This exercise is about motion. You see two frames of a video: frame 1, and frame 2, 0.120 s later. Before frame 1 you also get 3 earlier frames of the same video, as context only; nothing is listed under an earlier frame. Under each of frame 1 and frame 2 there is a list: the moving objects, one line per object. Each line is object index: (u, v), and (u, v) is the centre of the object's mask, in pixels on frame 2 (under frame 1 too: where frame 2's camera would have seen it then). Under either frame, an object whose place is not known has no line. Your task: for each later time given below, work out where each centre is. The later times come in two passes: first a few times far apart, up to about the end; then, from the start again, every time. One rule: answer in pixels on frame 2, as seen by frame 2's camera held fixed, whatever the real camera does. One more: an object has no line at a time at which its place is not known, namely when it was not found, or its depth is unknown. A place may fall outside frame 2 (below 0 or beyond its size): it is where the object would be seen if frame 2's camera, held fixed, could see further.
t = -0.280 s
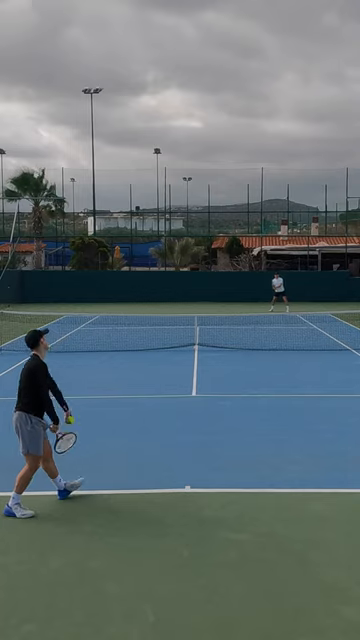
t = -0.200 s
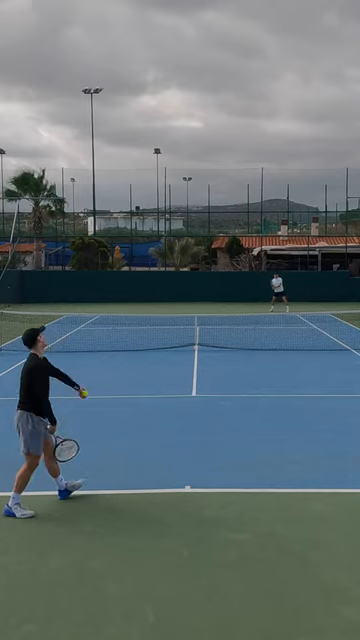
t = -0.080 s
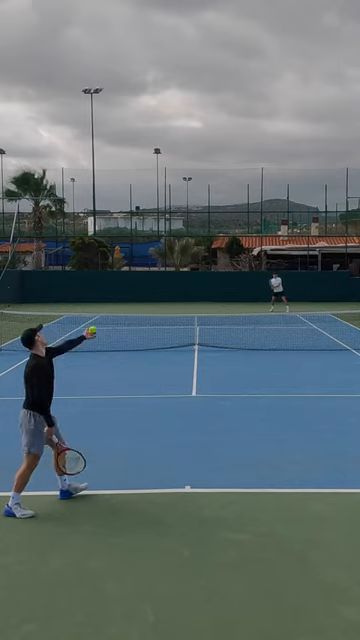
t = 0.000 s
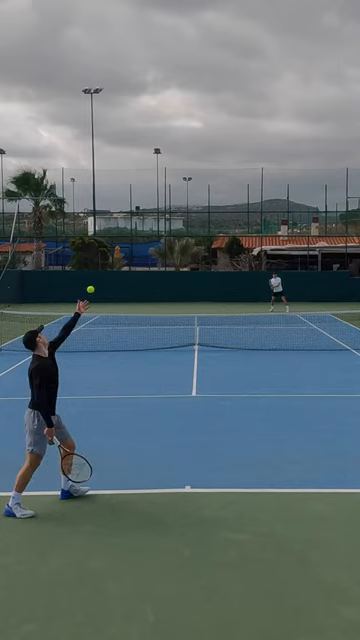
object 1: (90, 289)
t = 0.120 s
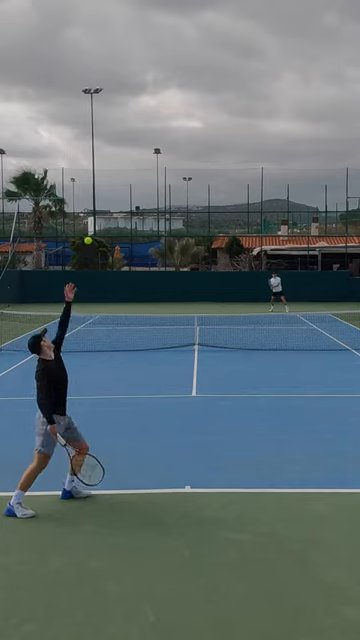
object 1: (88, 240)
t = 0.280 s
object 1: (84, 196)
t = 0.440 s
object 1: (82, 176)
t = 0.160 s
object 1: (86, 227)
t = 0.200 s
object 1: (85, 215)
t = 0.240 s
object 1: (85, 205)
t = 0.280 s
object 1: (84, 196)
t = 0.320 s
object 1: (83, 189)
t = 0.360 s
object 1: (83, 183)
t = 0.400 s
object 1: (82, 179)
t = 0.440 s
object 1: (82, 176)
